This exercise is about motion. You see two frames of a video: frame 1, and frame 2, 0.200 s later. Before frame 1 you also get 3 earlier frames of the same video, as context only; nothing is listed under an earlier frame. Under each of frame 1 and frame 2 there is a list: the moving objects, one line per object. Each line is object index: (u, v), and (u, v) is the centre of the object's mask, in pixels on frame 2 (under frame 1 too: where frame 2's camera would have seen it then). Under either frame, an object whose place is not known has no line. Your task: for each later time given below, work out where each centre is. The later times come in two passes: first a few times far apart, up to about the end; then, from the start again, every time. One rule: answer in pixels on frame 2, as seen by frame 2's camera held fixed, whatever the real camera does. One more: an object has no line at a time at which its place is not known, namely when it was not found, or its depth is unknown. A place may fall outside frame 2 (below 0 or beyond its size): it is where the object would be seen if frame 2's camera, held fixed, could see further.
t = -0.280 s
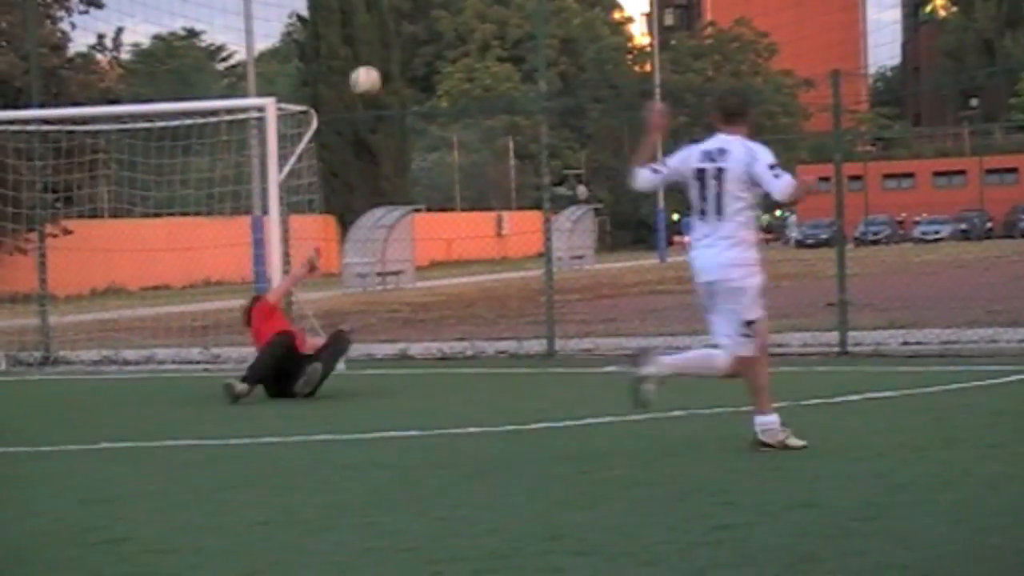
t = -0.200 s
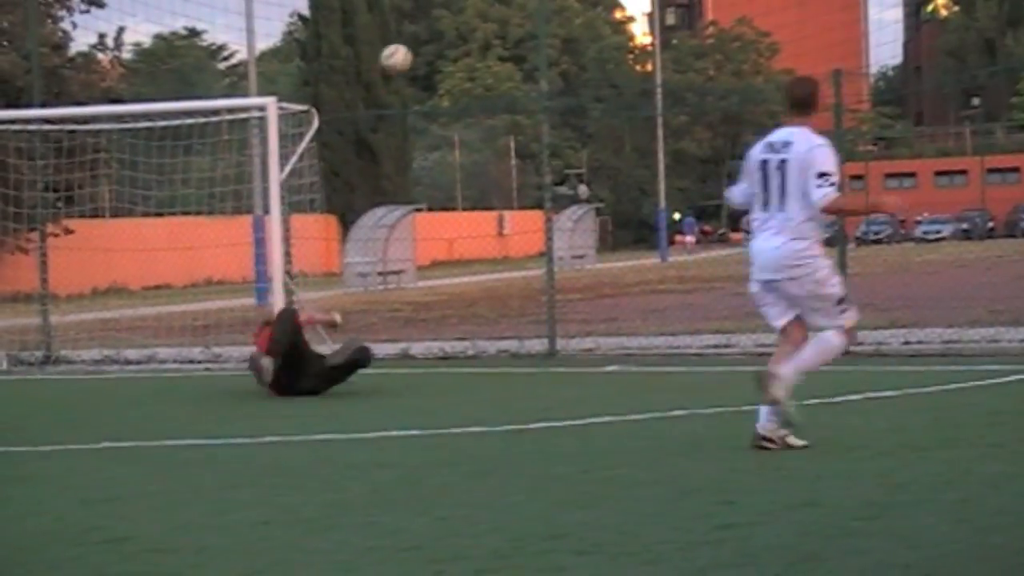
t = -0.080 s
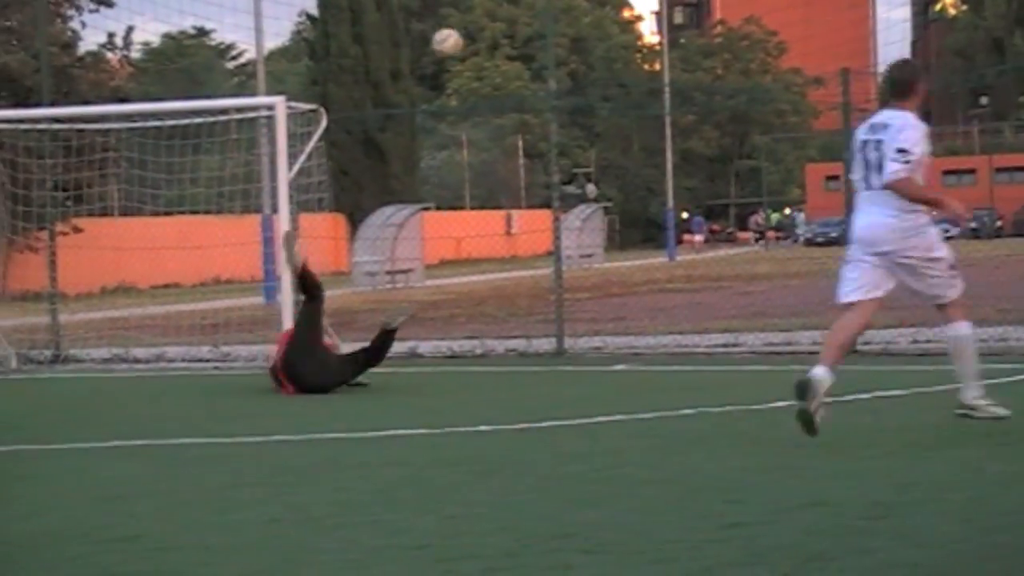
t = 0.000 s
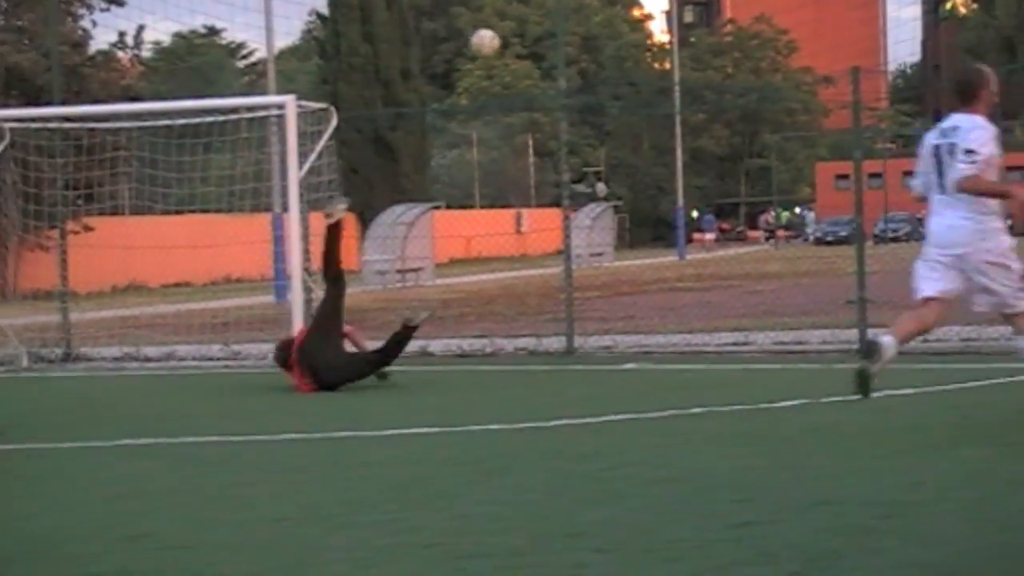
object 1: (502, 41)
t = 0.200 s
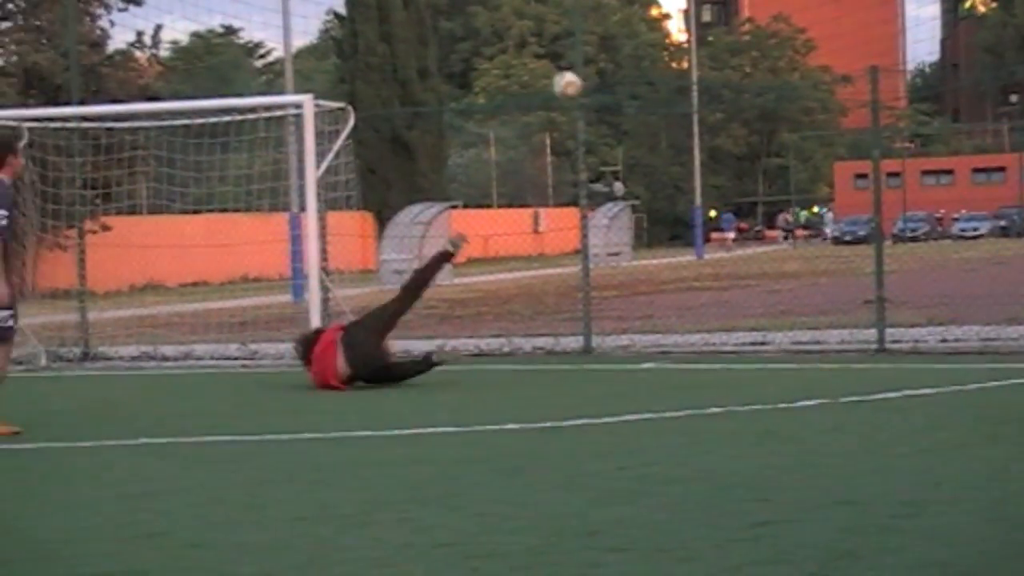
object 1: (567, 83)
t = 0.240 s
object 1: (578, 97)
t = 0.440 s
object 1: (638, 197)
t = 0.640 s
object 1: (671, 297)
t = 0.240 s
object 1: (578, 97)
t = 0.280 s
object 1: (590, 113)
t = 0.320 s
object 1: (602, 133)
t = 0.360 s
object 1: (615, 152)
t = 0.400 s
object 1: (626, 173)
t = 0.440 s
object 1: (638, 197)
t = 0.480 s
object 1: (648, 222)
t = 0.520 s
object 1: (660, 248)
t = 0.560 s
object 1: (669, 276)
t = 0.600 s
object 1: (676, 297)
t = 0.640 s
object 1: (671, 297)
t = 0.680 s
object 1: (666, 297)
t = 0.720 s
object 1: (662, 299)
